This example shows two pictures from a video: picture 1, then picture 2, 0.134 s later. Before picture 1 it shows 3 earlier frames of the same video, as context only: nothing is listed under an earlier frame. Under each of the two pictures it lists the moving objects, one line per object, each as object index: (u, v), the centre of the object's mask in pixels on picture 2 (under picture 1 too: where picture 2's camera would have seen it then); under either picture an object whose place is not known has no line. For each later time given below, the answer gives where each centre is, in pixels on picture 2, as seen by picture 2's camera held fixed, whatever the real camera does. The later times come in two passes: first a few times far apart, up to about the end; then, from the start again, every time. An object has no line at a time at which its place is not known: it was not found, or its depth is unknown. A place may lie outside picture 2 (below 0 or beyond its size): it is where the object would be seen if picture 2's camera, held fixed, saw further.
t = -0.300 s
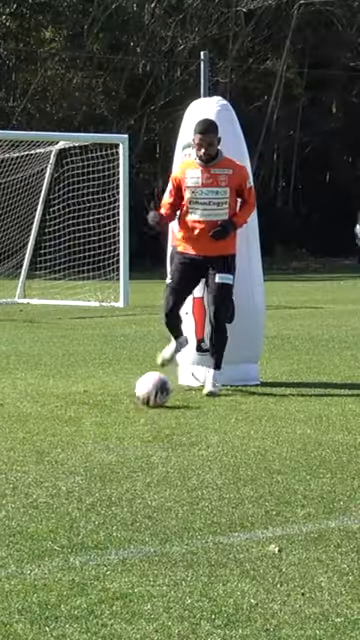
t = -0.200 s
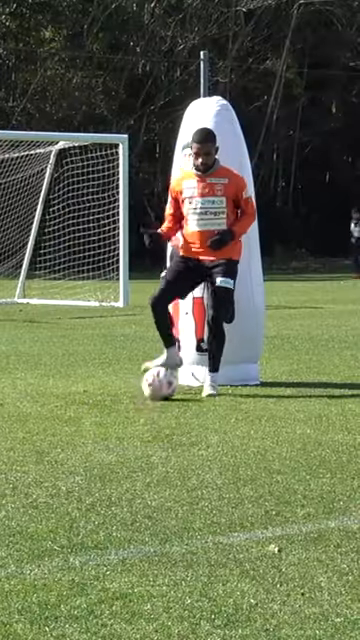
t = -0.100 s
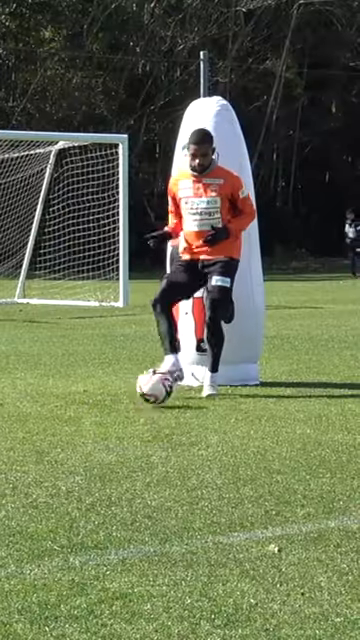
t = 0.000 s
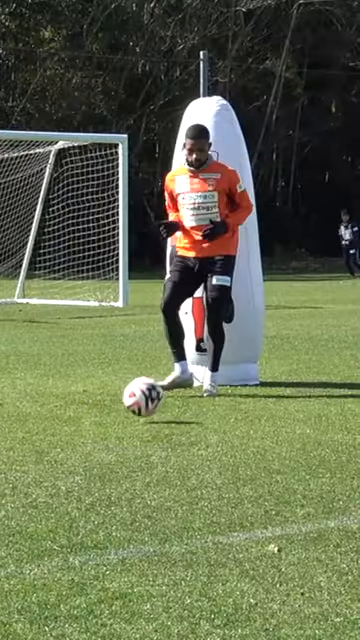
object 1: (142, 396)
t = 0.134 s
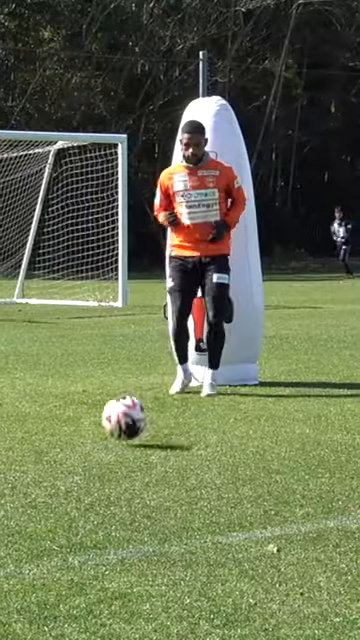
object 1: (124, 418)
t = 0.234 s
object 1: (109, 442)
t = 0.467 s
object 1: (63, 496)
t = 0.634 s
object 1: (29, 546)
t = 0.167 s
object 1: (120, 422)
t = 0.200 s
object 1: (114, 430)
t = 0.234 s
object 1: (109, 442)
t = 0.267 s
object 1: (103, 449)
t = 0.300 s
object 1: (96, 453)
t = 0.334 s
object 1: (90, 461)
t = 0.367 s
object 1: (83, 470)
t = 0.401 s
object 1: (77, 482)
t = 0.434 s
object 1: (70, 488)
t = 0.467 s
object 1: (63, 496)
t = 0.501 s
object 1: (55, 507)
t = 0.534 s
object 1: (48, 517)
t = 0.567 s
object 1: (42, 523)
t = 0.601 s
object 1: (34, 532)
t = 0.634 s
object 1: (29, 546)
